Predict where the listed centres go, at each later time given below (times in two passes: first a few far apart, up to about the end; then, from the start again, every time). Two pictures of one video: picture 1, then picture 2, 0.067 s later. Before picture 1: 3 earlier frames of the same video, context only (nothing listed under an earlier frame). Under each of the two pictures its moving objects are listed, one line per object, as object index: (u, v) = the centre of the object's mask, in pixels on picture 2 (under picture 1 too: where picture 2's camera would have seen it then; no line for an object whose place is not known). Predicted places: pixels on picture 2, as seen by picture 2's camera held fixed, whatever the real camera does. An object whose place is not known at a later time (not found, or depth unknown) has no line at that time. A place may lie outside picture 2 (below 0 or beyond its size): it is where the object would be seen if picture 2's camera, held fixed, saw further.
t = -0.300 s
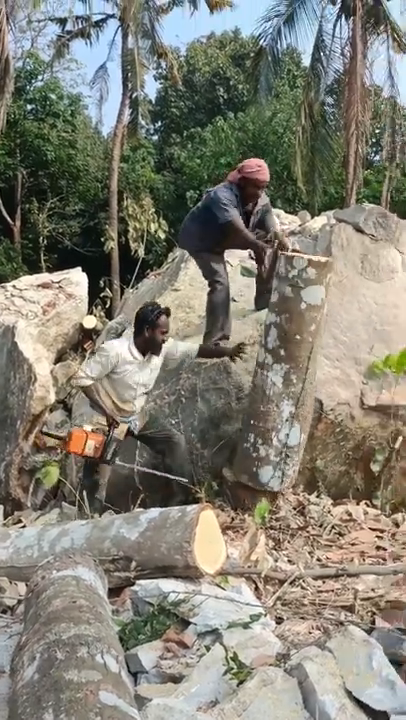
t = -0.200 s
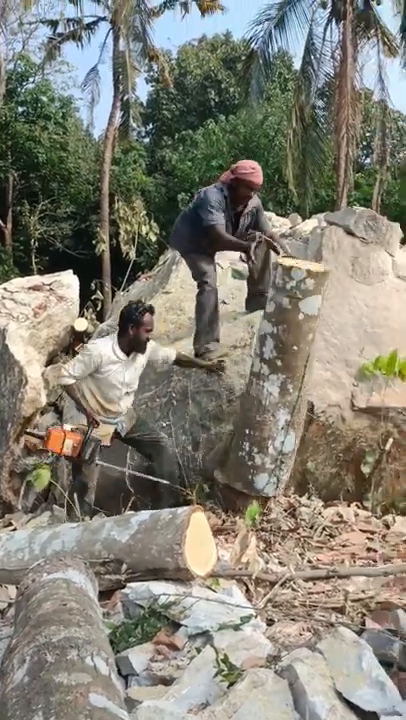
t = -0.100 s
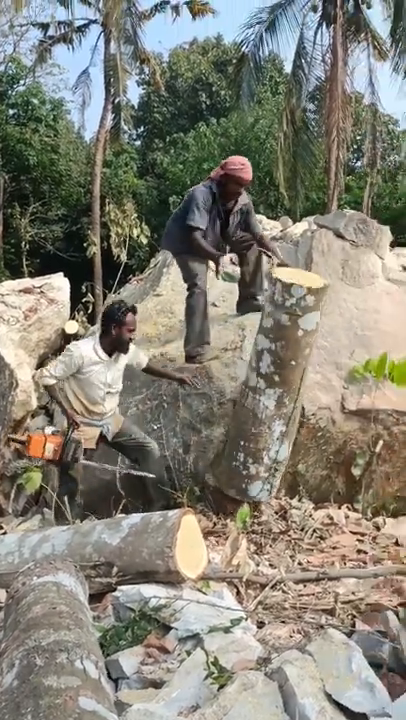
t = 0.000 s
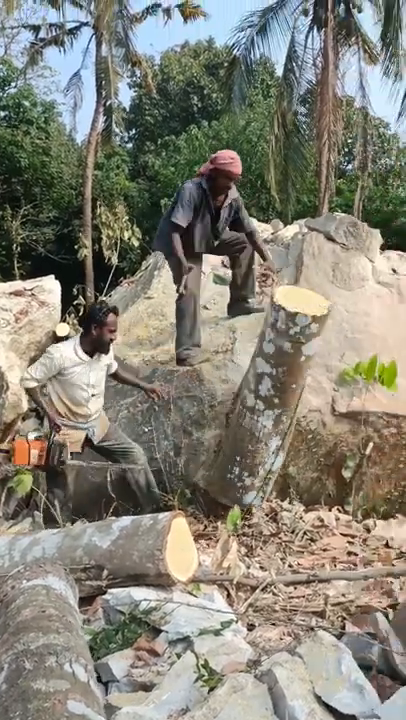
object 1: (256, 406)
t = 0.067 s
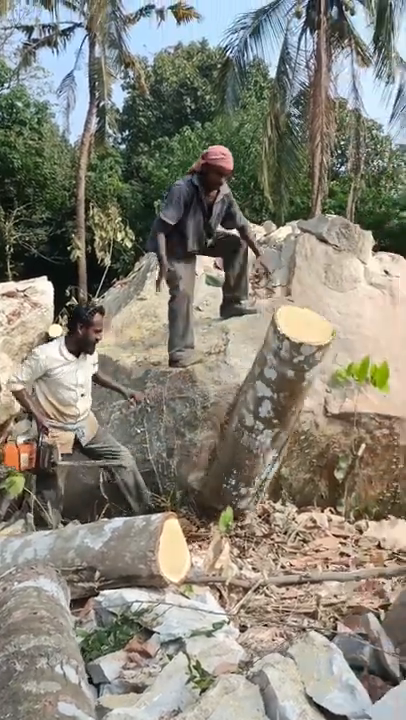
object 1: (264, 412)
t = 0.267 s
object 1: (300, 490)
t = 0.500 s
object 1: (313, 523)
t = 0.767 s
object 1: (304, 529)
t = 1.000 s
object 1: (310, 526)
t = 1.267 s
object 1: (311, 525)
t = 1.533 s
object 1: (311, 525)
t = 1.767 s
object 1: (311, 526)
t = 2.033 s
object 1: (309, 528)
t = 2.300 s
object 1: (307, 529)
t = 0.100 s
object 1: (267, 417)
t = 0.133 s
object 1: (272, 426)
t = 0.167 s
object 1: (273, 439)
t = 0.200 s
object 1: (279, 453)
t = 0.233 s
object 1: (283, 469)
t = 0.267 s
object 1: (300, 490)
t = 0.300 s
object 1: (292, 511)
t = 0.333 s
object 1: (295, 526)
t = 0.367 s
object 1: (298, 522)
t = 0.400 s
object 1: (302, 519)
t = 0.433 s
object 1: (308, 518)
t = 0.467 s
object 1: (313, 520)
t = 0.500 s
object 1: (313, 523)
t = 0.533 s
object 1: (313, 525)
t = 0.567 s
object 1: (307, 529)
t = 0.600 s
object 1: (305, 531)
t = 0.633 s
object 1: (303, 531)
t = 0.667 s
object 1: (304, 529)
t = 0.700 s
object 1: (303, 529)
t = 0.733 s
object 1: (304, 529)
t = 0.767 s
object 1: (304, 529)
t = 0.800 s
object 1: (304, 529)
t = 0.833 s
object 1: (304, 528)
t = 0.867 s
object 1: (304, 528)
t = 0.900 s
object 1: (305, 528)
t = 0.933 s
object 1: (307, 527)
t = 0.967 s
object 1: (309, 527)
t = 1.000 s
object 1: (310, 526)
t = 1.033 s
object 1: (311, 526)
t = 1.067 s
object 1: (310, 526)
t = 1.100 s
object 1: (309, 525)
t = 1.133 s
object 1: (311, 525)
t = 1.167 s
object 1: (311, 525)
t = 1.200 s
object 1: (311, 525)
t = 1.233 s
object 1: (311, 525)
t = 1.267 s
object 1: (311, 525)
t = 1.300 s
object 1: (311, 525)
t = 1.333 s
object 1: (311, 525)
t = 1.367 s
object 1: (311, 525)
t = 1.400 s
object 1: (311, 525)
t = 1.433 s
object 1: (311, 525)
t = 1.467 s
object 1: (312, 525)
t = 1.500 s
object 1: (311, 525)
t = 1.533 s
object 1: (311, 525)
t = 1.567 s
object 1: (311, 525)
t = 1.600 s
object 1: (311, 525)
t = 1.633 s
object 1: (311, 525)
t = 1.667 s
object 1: (311, 525)
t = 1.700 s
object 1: (312, 525)
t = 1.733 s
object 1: (312, 526)
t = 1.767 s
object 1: (311, 526)
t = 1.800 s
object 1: (311, 526)
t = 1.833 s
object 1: (311, 526)
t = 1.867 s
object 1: (310, 527)
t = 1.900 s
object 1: (310, 527)
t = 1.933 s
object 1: (310, 527)
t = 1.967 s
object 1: (310, 528)
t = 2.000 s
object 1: (310, 528)
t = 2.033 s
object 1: (309, 528)
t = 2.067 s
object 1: (308, 528)
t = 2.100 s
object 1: (308, 528)
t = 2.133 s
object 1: (308, 528)
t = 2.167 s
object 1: (307, 529)
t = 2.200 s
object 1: (307, 529)
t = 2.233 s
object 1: (307, 529)
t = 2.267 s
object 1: (307, 529)
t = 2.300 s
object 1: (307, 529)
